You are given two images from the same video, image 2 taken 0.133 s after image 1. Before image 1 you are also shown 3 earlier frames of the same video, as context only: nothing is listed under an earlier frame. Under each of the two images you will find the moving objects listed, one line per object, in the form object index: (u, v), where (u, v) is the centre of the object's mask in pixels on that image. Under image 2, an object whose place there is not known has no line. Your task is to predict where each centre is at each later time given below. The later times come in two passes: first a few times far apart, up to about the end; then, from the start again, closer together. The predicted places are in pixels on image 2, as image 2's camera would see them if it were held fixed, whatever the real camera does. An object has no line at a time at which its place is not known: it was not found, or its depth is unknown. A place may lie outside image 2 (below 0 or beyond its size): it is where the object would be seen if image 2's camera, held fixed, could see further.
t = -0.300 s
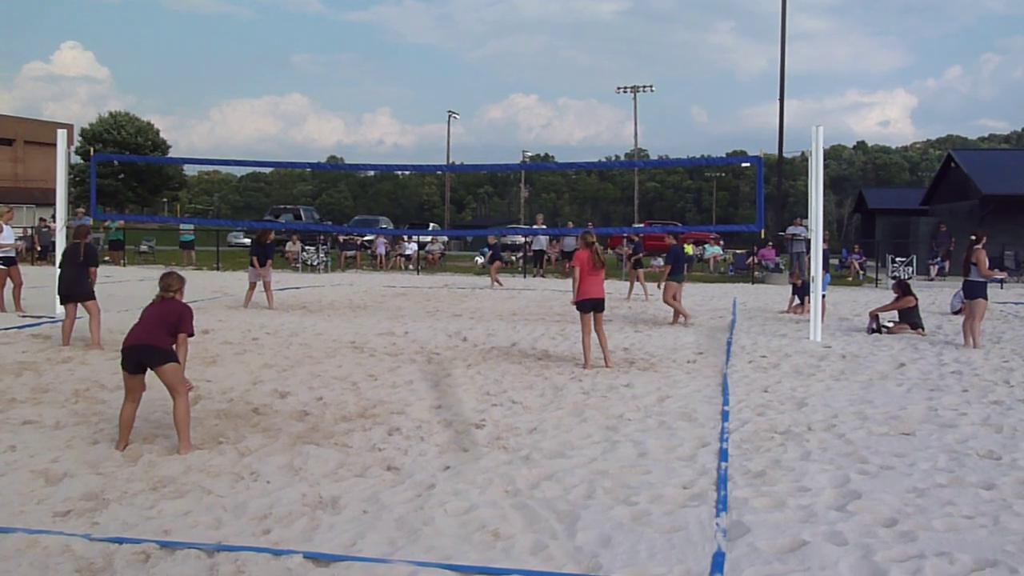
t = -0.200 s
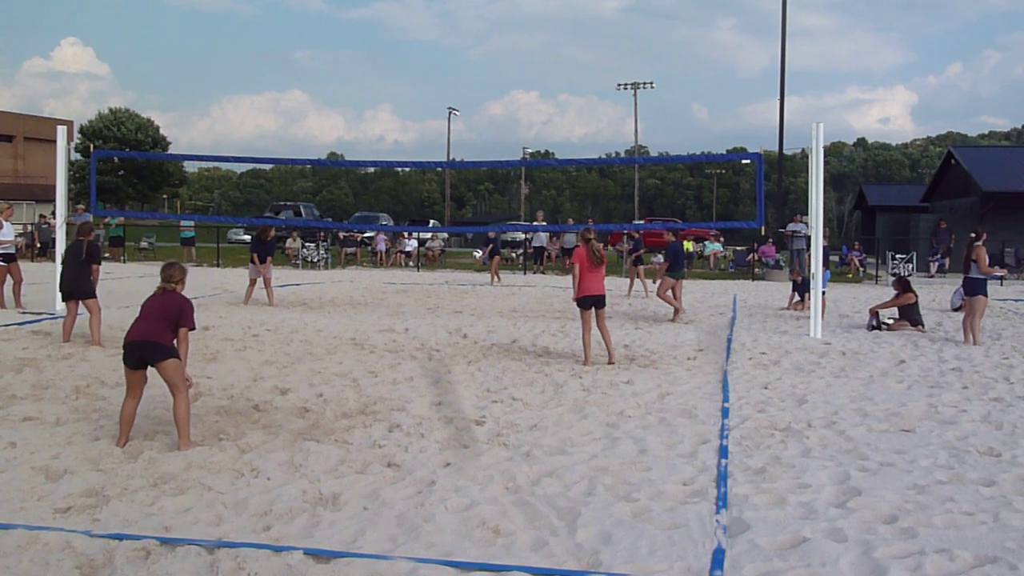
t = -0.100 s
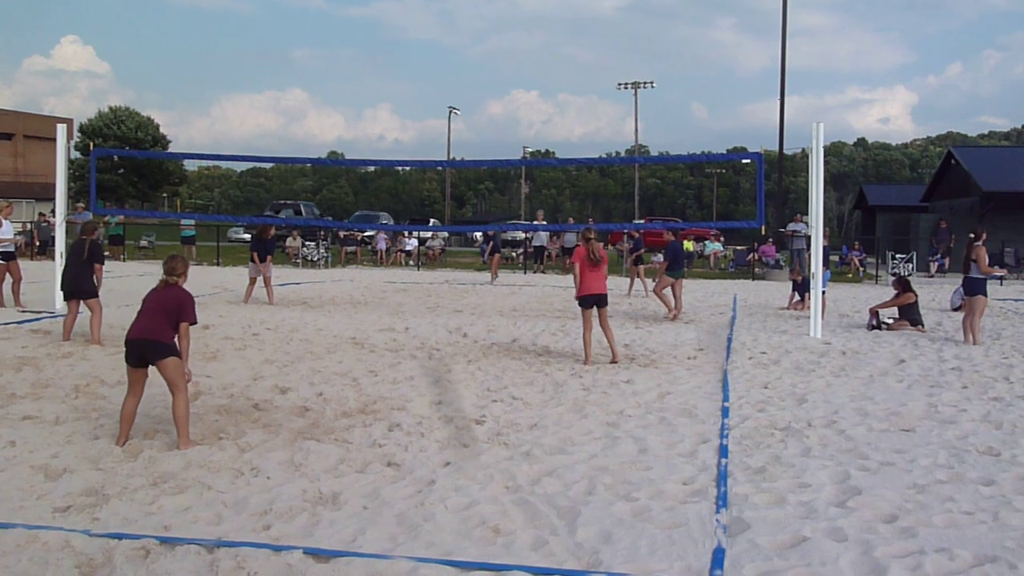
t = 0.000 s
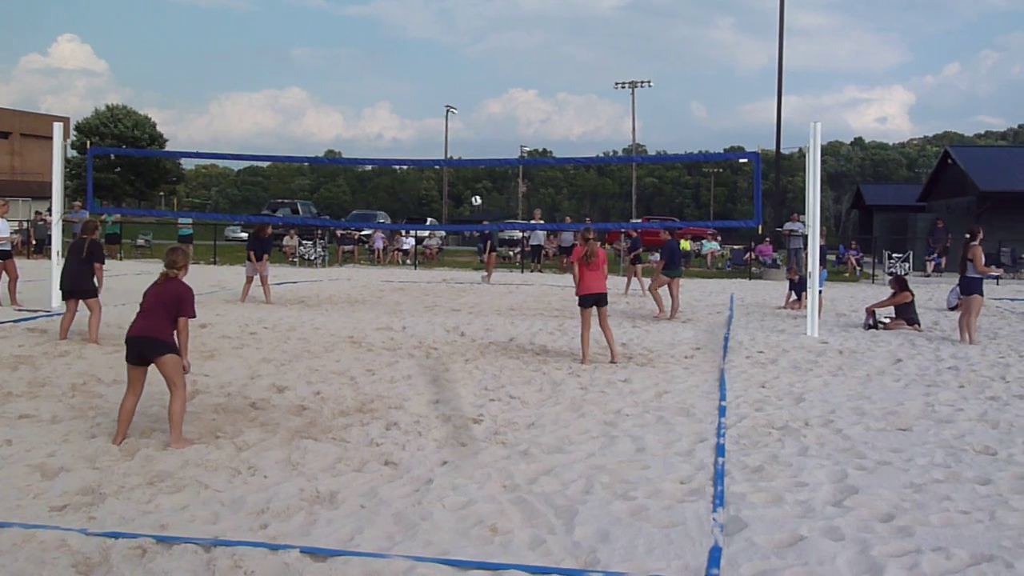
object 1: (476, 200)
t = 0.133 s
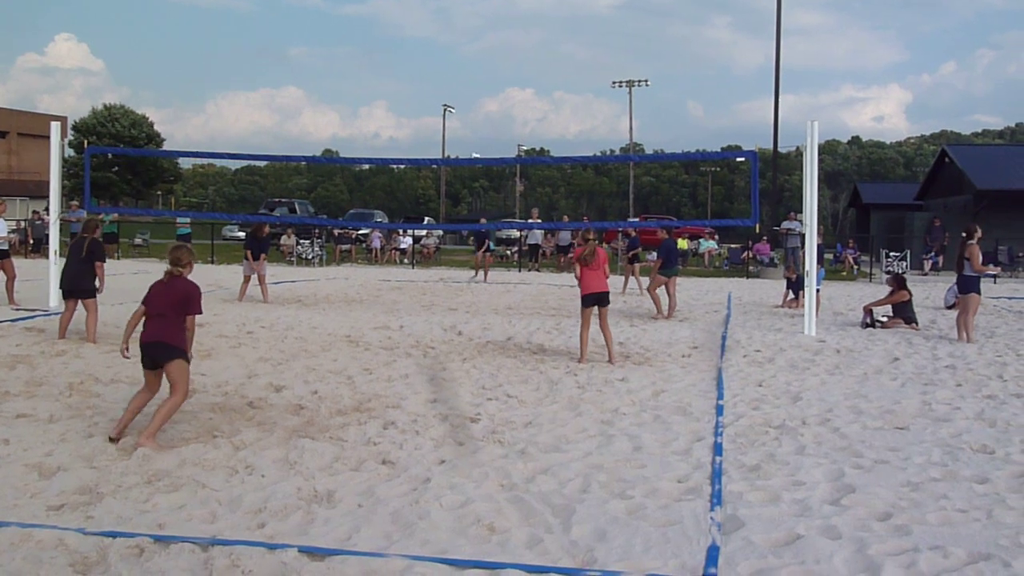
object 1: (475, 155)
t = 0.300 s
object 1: (475, 112)
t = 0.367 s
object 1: (474, 96)
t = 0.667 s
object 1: (470, 45)
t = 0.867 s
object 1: (464, 36)
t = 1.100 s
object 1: (447, 67)
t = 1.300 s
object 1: (423, 145)
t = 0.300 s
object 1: (475, 112)
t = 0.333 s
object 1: (474, 104)
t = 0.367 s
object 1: (474, 96)
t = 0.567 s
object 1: (471, 57)
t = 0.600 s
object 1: (471, 53)
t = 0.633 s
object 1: (471, 49)
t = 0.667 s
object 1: (470, 45)
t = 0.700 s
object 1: (470, 42)
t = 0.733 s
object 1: (468, 39)
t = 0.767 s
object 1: (468, 37)
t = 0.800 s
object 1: (467, 36)
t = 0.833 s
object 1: (465, 36)
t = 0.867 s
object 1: (464, 36)
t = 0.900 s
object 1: (462, 37)
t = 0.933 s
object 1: (460, 40)
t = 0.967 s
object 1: (458, 43)
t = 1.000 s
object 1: (456, 48)
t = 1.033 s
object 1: (453, 53)
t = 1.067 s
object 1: (450, 60)
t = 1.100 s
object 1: (447, 67)
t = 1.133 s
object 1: (444, 76)
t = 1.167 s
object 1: (439, 87)
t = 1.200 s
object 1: (435, 99)
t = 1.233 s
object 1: (431, 112)
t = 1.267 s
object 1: (427, 127)
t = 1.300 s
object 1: (423, 145)
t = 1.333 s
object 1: (418, 165)
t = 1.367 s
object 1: (413, 185)
